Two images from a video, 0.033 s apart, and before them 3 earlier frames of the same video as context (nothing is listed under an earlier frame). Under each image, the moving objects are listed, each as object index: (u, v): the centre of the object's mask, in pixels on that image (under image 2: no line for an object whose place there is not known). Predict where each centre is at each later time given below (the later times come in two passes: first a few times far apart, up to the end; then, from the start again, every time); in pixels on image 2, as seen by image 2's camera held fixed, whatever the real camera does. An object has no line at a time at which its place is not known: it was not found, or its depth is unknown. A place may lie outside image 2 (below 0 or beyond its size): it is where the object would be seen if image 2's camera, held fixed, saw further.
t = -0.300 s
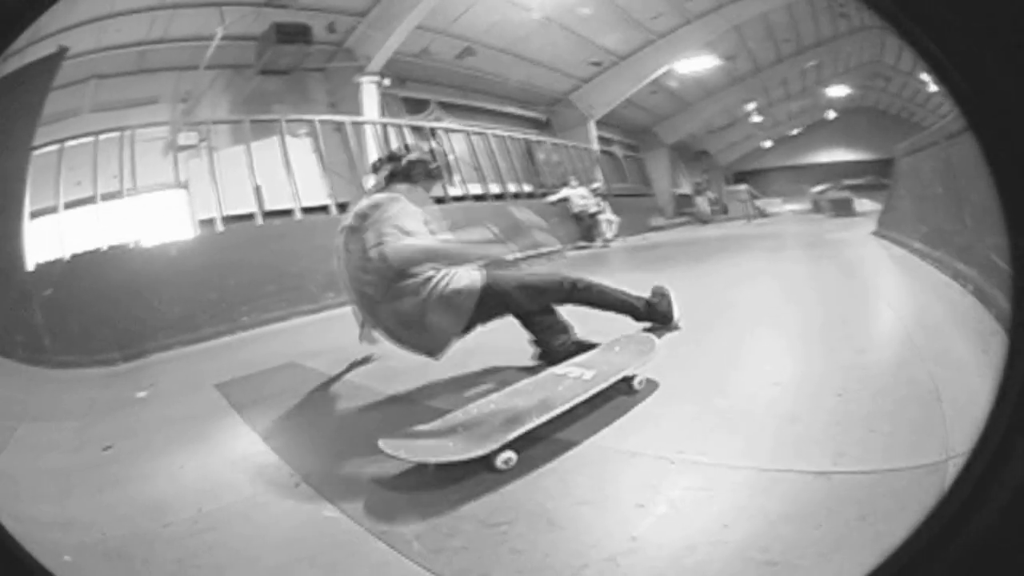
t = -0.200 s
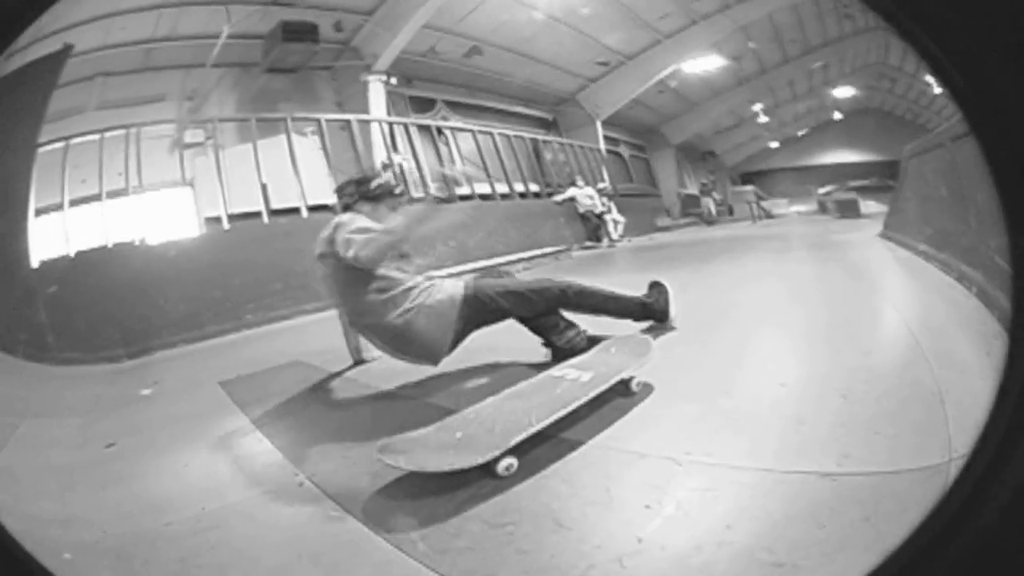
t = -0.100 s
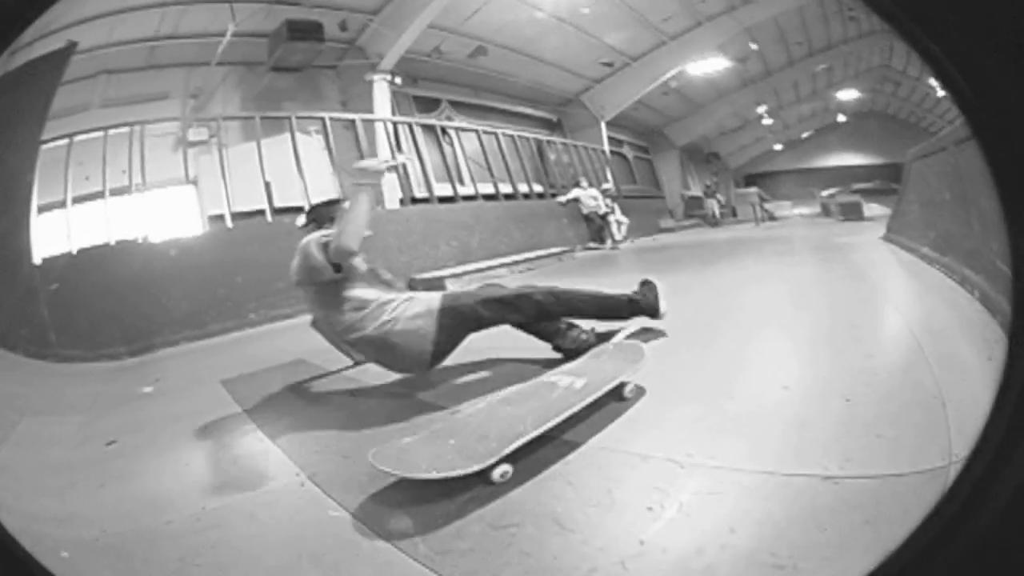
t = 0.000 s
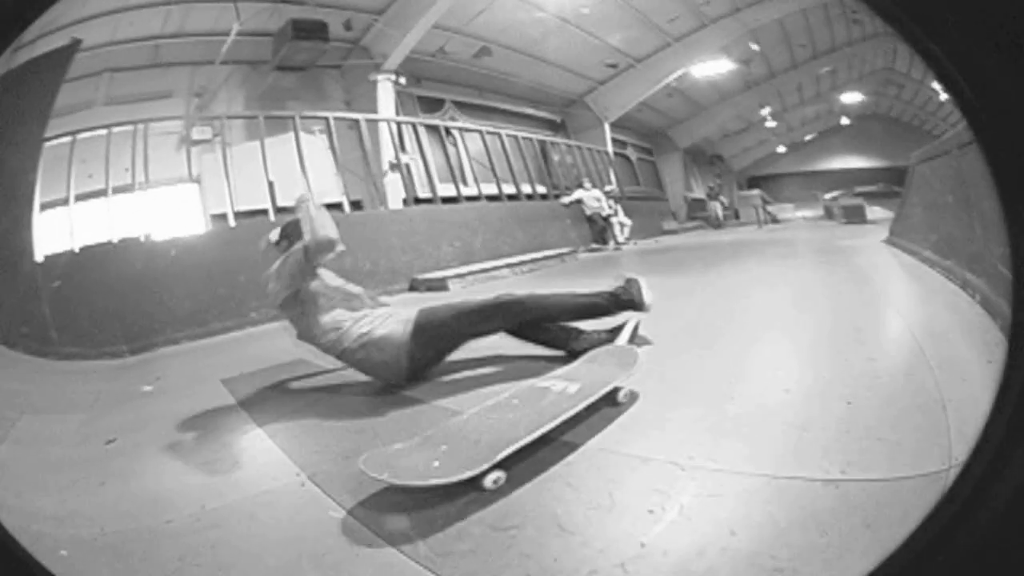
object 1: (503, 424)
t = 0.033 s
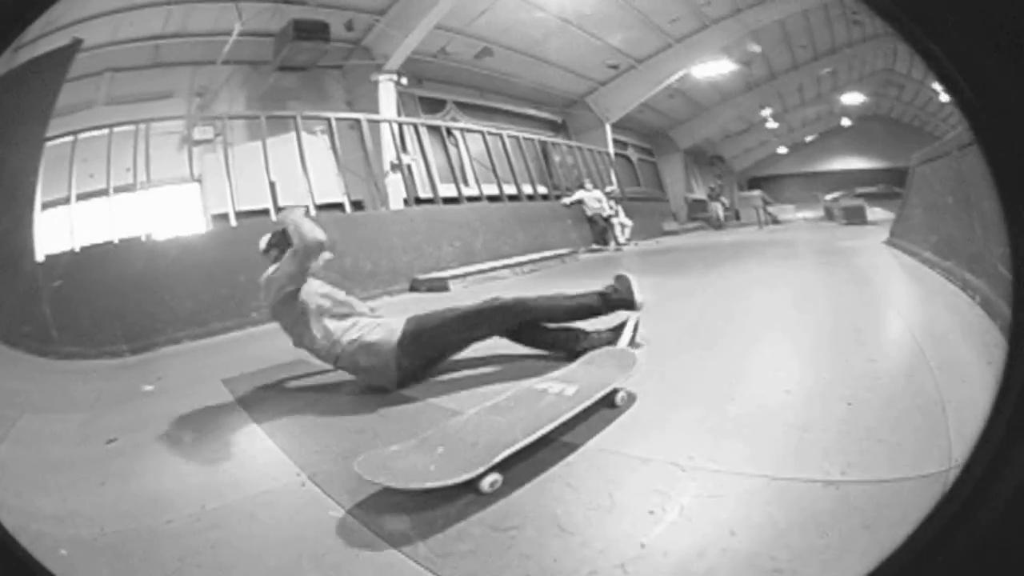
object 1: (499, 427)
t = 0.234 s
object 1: (484, 438)
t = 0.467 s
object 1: (464, 448)
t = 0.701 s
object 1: (441, 457)
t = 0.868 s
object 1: (428, 461)
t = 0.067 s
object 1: (496, 429)
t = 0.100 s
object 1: (496, 430)
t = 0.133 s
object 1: (492, 432)
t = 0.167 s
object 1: (488, 434)
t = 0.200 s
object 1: (485, 436)
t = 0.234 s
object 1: (484, 438)
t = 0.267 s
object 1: (481, 439)
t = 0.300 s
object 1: (478, 441)
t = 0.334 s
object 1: (475, 442)
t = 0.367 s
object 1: (473, 443)
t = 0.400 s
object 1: (468, 446)
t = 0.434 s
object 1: (466, 447)
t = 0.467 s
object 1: (464, 448)
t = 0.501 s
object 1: (461, 450)
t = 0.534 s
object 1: (456, 451)
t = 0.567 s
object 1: (453, 452)
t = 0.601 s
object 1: (451, 453)
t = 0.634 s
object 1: (448, 454)
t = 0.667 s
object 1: (444, 455)
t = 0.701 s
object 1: (441, 457)
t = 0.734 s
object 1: (439, 457)
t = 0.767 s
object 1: (435, 458)
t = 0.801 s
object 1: (432, 459)
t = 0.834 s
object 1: (430, 460)
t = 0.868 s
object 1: (428, 461)
